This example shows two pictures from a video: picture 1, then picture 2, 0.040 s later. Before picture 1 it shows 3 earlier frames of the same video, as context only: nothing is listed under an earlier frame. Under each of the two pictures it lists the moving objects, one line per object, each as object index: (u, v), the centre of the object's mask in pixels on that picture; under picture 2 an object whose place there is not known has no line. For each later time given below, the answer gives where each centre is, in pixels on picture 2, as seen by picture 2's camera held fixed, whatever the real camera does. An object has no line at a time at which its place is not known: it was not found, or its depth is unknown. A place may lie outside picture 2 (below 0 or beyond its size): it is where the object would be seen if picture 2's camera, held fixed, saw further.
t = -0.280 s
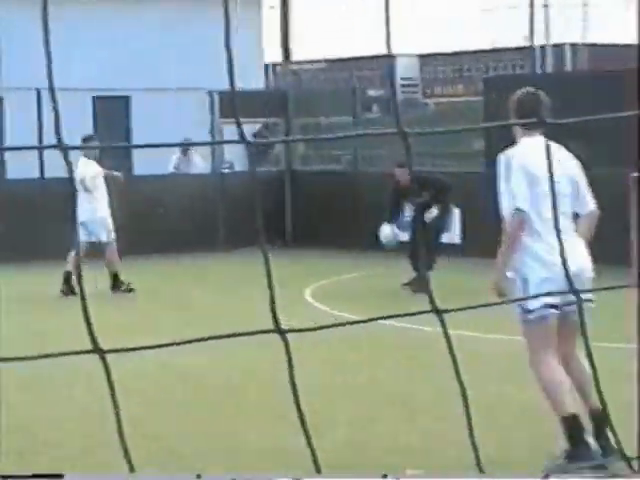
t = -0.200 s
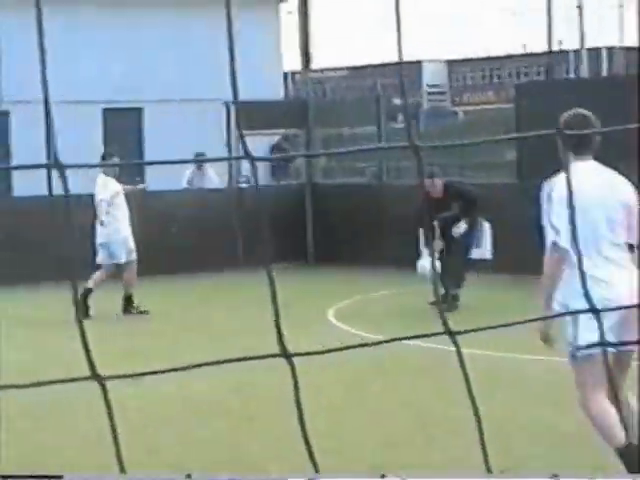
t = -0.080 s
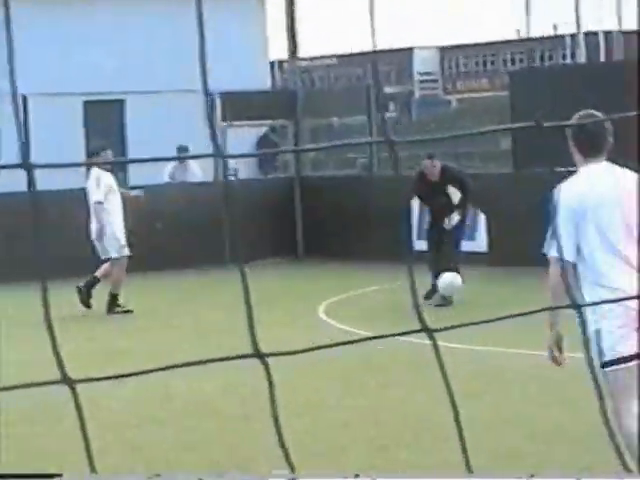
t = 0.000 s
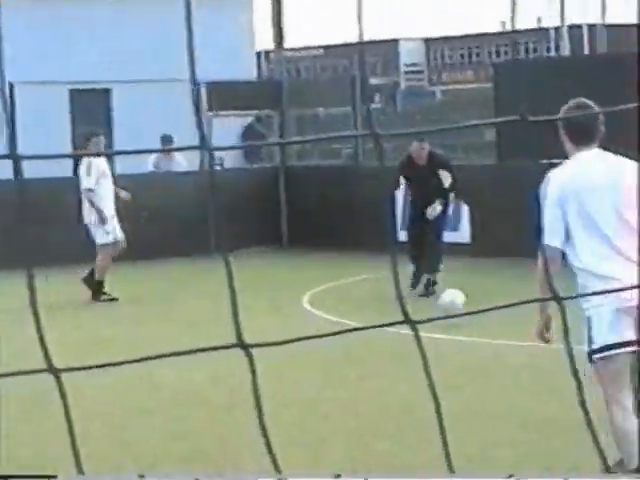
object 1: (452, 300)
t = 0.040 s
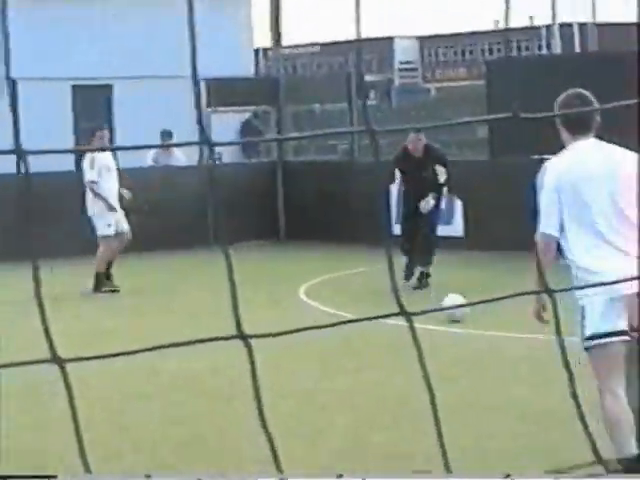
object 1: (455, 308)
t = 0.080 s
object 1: (459, 295)
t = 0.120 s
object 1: (465, 289)
